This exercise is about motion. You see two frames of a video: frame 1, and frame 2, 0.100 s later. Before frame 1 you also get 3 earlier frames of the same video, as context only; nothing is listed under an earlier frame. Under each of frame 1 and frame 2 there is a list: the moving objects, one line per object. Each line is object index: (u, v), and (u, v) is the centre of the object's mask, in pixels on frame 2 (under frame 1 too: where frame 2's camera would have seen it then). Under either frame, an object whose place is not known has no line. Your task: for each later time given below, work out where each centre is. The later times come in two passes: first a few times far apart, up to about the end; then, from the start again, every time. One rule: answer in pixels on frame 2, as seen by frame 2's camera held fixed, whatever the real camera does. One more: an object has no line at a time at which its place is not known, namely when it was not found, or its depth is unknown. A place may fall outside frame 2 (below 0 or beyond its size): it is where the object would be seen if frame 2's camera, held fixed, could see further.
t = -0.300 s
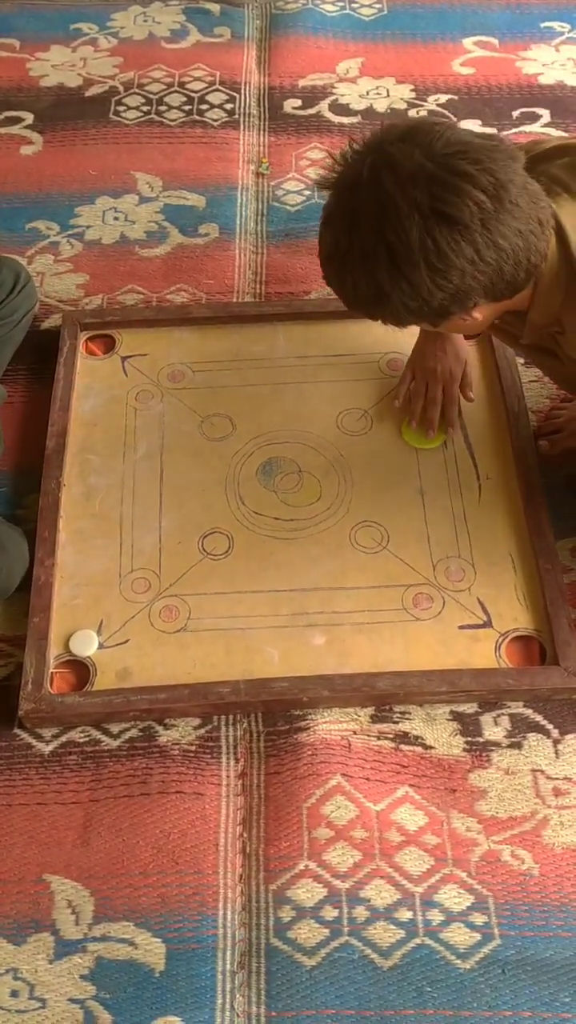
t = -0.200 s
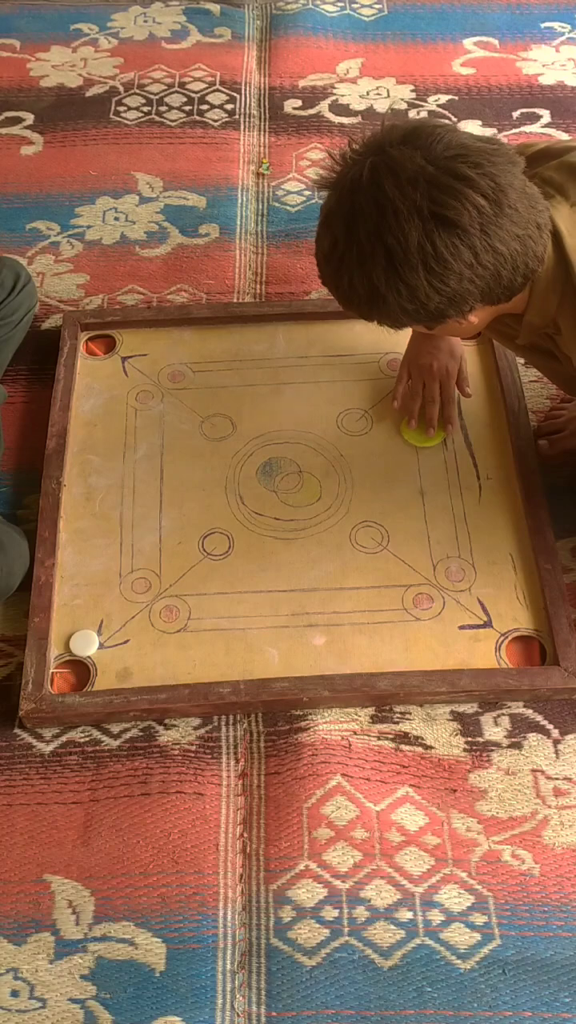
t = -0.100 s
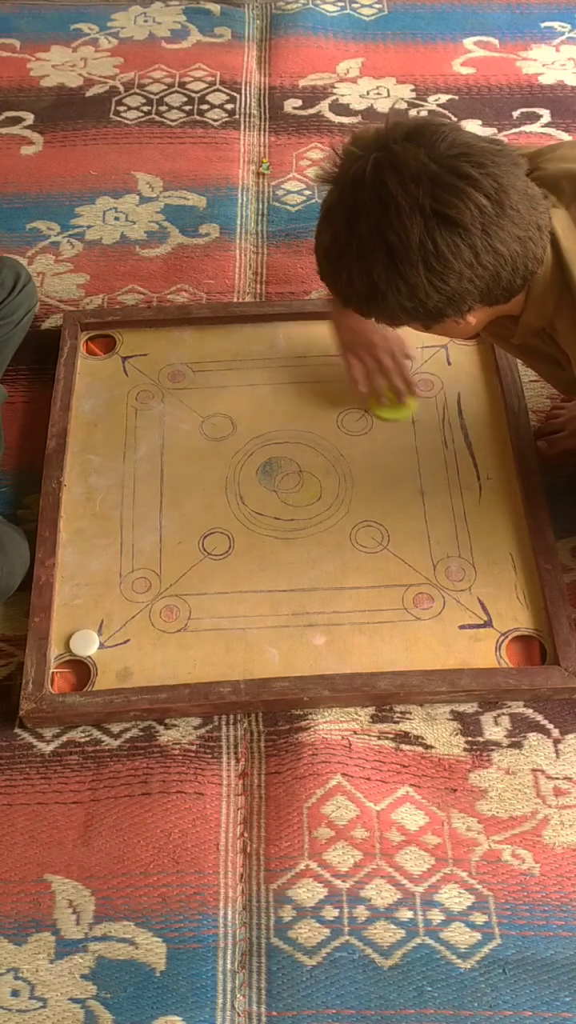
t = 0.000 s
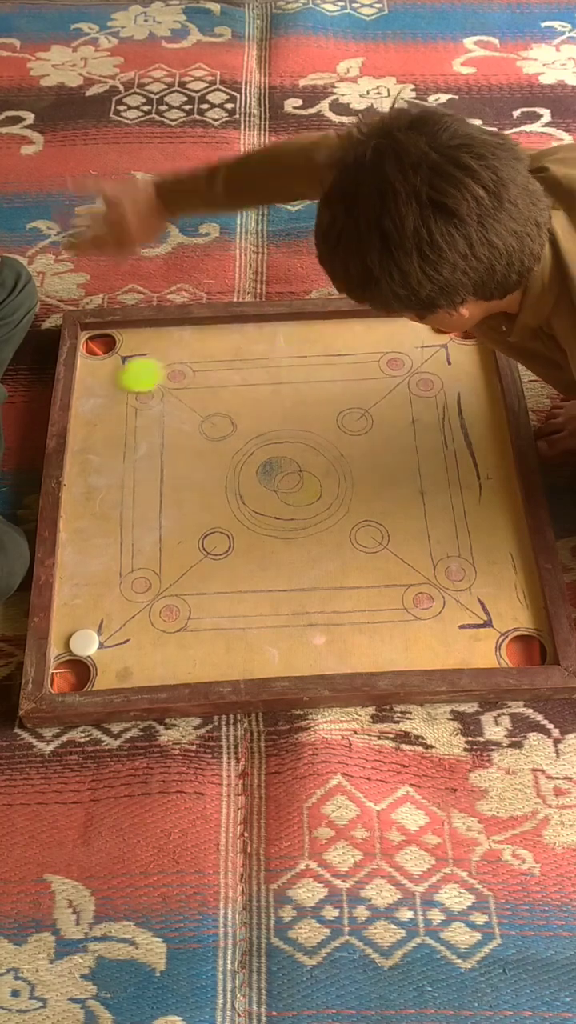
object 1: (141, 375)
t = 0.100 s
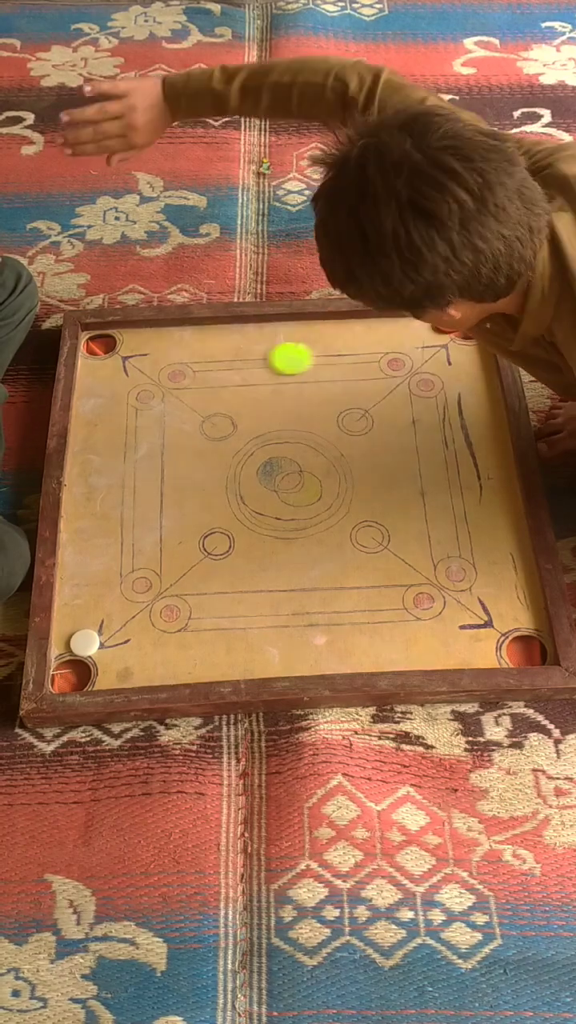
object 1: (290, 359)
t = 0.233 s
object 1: (456, 351)
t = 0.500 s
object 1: (400, 467)
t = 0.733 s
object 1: (355, 540)
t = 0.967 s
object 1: (343, 570)
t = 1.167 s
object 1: (343, 573)
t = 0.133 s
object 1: (337, 353)
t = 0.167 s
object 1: (383, 347)
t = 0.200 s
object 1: (428, 342)
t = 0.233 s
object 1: (456, 351)
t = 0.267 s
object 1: (466, 364)
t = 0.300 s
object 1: (457, 380)
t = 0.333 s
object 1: (446, 396)
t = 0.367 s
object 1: (437, 411)
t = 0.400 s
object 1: (427, 426)
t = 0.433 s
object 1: (418, 440)
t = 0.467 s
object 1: (408, 454)
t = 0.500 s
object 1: (400, 467)
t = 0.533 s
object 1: (392, 480)
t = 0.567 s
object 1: (384, 491)
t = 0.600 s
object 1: (377, 503)
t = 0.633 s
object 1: (371, 514)
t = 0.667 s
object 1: (365, 524)
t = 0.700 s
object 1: (360, 532)
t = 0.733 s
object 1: (355, 540)
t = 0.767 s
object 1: (351, 548)
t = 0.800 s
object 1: (347, 554)
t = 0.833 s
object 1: (345, 559)
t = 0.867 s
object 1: (344, 563)
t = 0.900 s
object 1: (343, 566)
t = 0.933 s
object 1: (343, 569)
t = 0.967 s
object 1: (343, 570)
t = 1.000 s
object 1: (343, 571)
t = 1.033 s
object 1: (343, 572)
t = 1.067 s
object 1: (343, 573)
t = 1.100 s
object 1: (343, 573)
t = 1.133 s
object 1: (343, 573)
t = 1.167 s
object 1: (343, 573)
